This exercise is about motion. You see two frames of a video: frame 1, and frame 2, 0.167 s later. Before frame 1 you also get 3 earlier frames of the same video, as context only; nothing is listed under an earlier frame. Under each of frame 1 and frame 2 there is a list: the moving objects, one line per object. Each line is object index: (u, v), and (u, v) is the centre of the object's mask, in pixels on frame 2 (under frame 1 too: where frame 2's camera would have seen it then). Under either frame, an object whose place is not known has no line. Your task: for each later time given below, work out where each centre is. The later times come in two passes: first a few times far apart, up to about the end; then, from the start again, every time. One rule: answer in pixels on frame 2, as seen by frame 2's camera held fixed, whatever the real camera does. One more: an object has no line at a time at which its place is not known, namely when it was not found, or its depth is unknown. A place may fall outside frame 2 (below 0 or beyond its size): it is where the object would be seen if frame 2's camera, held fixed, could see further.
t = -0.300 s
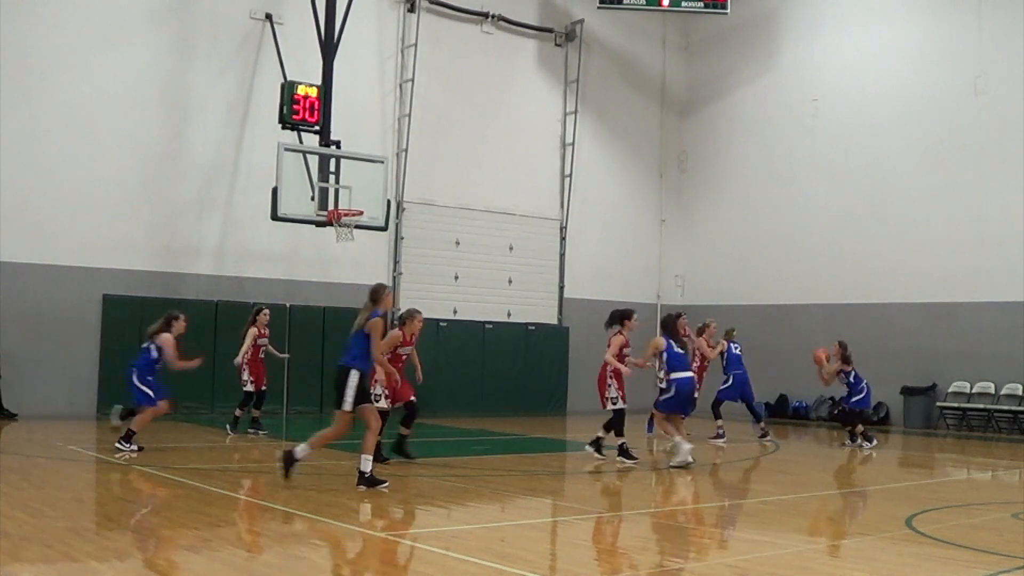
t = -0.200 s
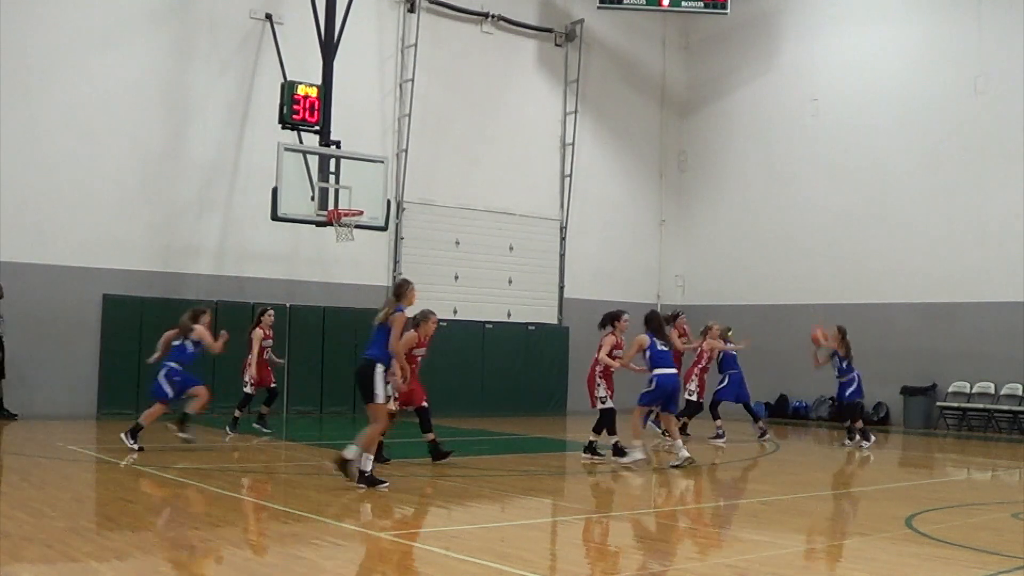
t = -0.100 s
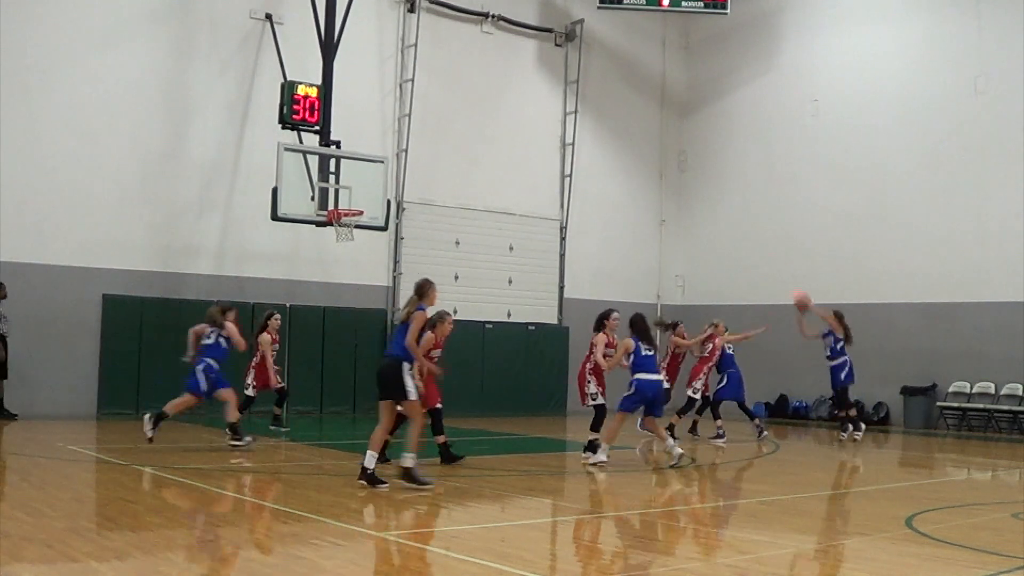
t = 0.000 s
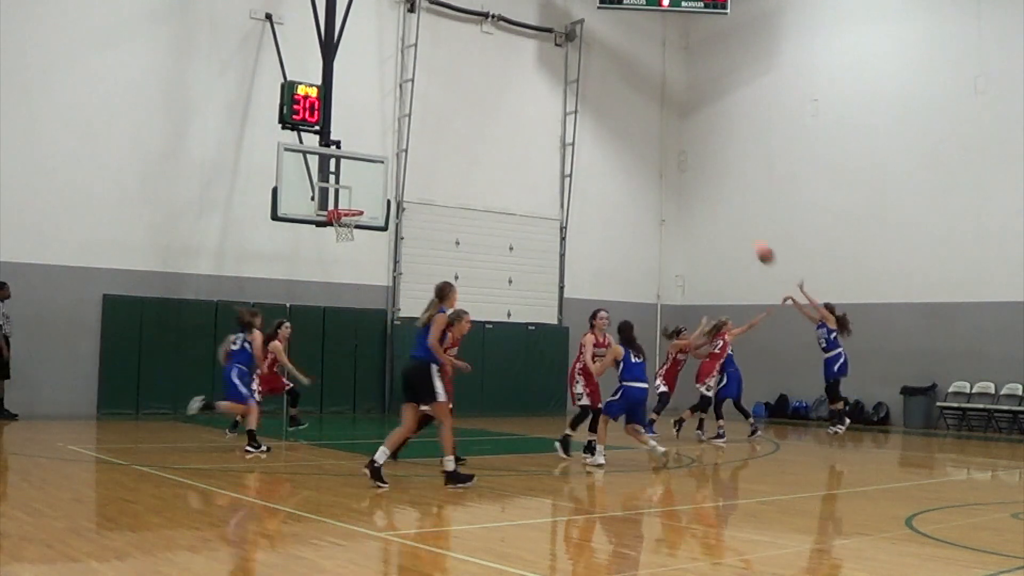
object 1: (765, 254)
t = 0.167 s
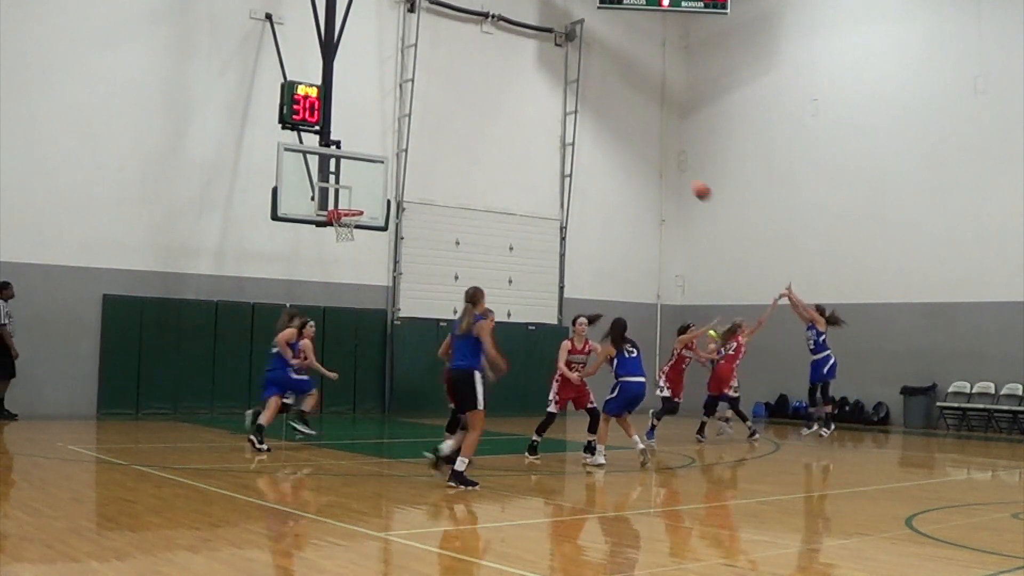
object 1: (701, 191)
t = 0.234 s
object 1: (676, 171)
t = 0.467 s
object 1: (589, 132)
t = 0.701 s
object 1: (505, 130)
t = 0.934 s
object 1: (422, 166)
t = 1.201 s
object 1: (409, 214)
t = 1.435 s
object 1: (494, 250)
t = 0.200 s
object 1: (688, 181)
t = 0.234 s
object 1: (676, 171)
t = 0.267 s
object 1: (663, 163)
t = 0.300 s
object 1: (651, 156)
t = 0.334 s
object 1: (638, 149)
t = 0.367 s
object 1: (626, 144)
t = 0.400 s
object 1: (614, 139)
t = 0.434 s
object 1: (602, 135)
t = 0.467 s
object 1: (589, 132)
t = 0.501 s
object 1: (577, 129)
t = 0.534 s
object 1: (565, 128)
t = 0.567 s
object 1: (553, 127)
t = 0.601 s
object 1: (541, 127)
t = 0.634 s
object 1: (528, 127)
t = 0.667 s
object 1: (516, 128)
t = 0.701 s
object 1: (505, 130)
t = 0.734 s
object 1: (493, 134)
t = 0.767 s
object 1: (481, 137)
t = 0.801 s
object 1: (469, 141)
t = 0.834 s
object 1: (457, 146)
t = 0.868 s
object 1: (445, 152)
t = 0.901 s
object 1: (434, 159)
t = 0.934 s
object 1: (422, 166)
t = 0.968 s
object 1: (411, 174)
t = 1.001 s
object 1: (399, 184)
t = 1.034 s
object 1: (387, 192)
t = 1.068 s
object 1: (376, 203)
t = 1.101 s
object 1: (372, 209)
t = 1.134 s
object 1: (384, 211)
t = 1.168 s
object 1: (397, 212)
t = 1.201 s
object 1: (409, 214)
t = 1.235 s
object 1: (421, 216)
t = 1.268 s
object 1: (433, 220)
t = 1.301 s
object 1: (446, 224)
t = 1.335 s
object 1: (457, 229)
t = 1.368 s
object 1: (470, 235)
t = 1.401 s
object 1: (482, 242)
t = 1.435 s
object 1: (494, 250)
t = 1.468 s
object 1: (507, 258)
